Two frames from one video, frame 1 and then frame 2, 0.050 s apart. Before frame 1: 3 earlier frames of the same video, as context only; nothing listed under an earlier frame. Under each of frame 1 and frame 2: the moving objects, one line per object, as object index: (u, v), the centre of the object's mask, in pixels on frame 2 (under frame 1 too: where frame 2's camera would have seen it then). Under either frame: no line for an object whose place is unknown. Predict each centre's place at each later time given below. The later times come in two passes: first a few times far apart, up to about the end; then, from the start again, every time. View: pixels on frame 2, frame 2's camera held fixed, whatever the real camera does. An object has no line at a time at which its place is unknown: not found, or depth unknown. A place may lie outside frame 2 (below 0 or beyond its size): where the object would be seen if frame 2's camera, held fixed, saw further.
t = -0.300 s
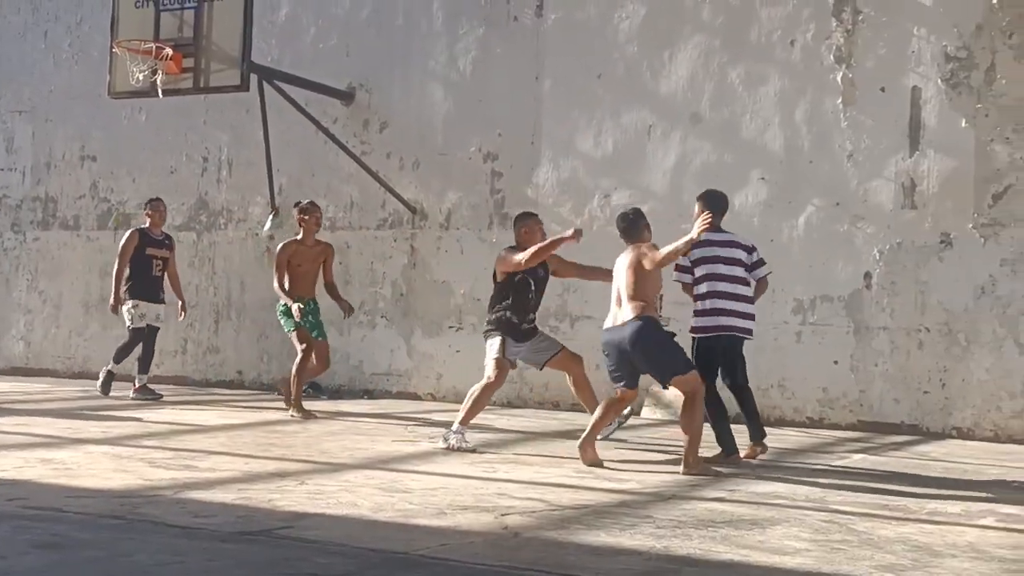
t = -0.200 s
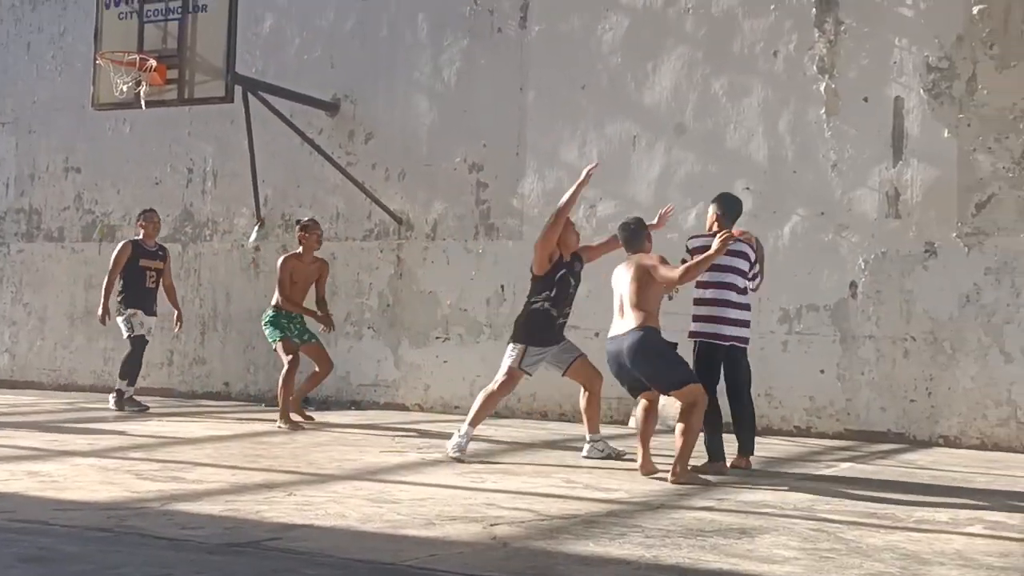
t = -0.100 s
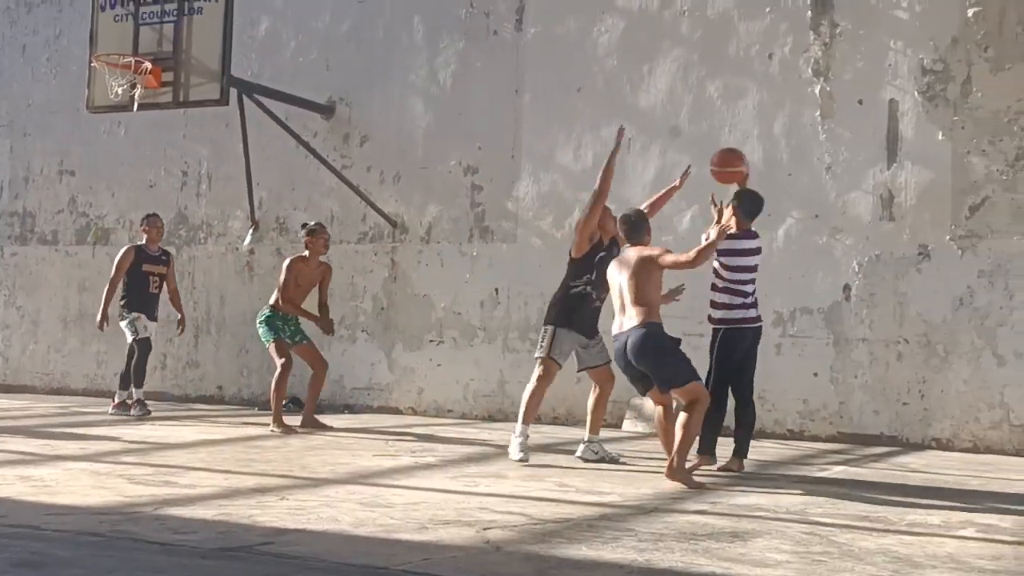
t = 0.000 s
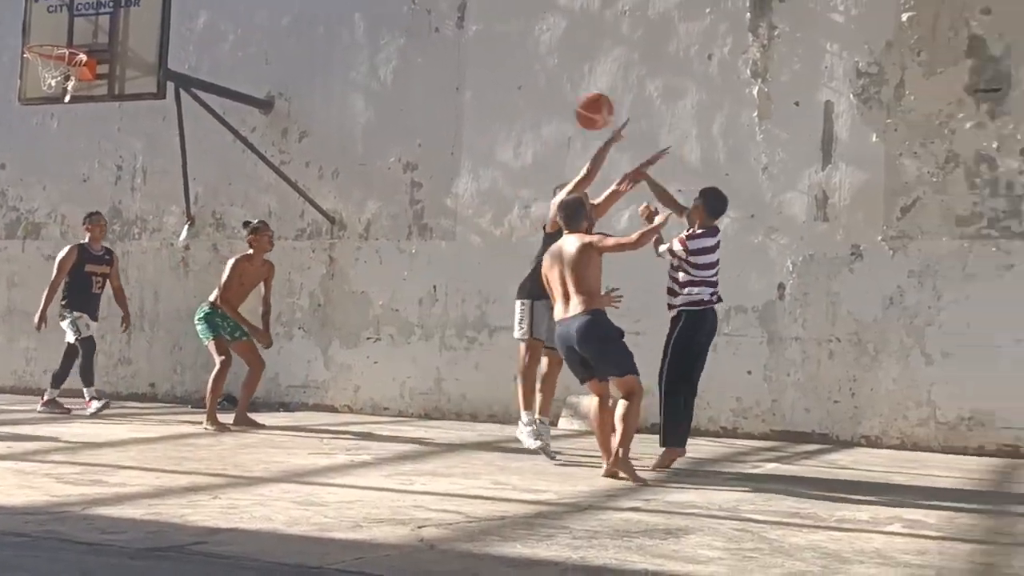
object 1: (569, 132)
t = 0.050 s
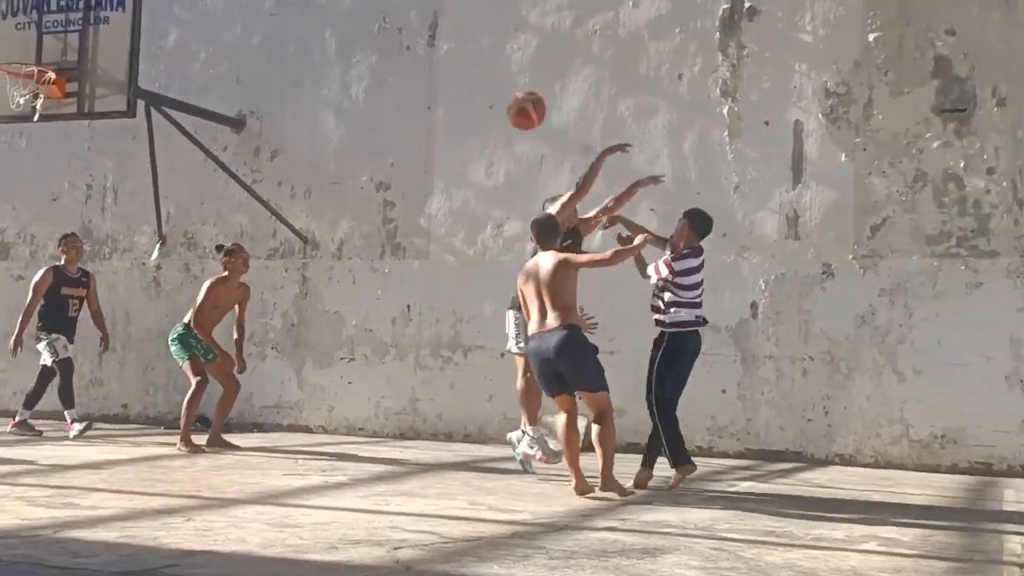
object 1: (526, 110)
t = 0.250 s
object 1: (345, 68)
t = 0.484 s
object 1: (84, 101)
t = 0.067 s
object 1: (512, 107)
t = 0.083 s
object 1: (498, 101)
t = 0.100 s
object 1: (483, 96)
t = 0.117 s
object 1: (469, 91)
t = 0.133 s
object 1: (455, 87)
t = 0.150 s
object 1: (439, 83)
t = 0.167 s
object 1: (425, 80)
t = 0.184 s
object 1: (409, 77)
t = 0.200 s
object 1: (394, 74)
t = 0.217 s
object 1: (378, 71)
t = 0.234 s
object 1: (362, 69)
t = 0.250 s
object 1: (345, 68)
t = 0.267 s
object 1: (328, 68)
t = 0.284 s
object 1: (311, 68)
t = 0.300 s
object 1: (294, 68)
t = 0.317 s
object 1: (277, 68)
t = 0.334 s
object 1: (260, 68)
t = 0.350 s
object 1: (241, 69)
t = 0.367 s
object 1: (222, 72)
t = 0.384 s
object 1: (204, 74)
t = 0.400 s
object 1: (185, 77)
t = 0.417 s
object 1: (165, 81)
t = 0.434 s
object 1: (145, 85)
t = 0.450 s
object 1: (125, 90)
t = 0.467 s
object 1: (105, 96)
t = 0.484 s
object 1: (84, 101)
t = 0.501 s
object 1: (62, 106)
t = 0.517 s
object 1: (40, 113)
